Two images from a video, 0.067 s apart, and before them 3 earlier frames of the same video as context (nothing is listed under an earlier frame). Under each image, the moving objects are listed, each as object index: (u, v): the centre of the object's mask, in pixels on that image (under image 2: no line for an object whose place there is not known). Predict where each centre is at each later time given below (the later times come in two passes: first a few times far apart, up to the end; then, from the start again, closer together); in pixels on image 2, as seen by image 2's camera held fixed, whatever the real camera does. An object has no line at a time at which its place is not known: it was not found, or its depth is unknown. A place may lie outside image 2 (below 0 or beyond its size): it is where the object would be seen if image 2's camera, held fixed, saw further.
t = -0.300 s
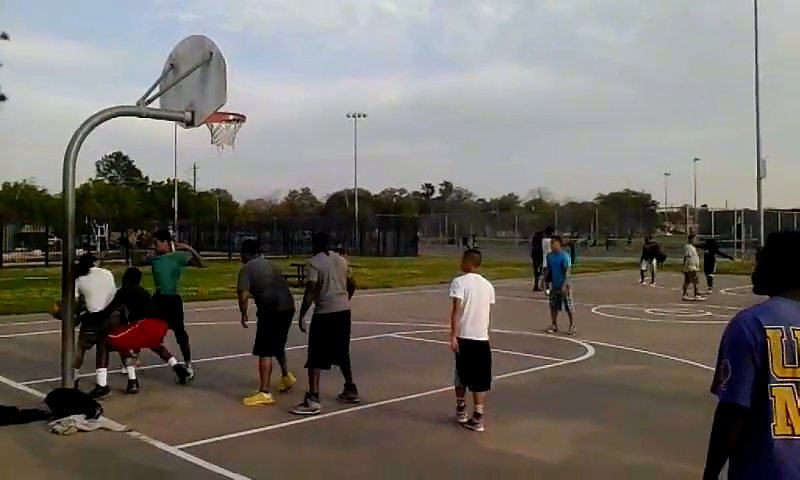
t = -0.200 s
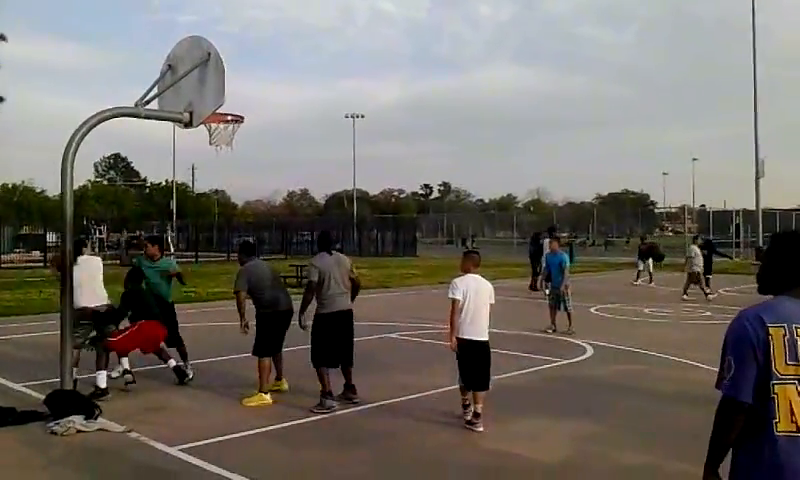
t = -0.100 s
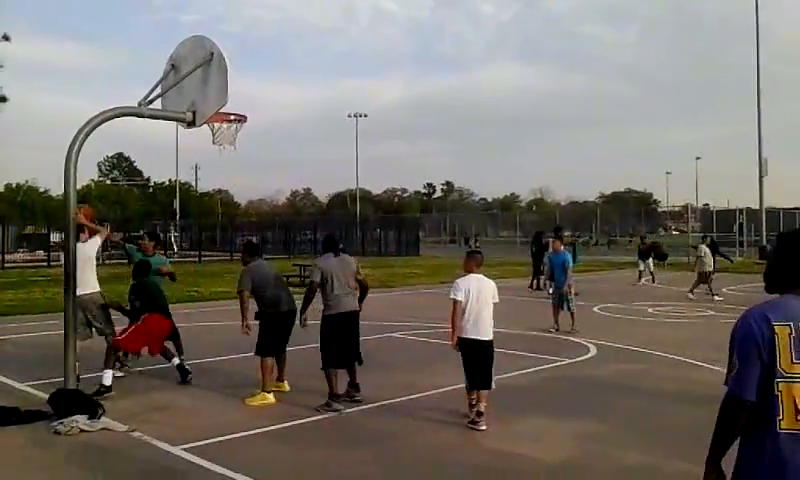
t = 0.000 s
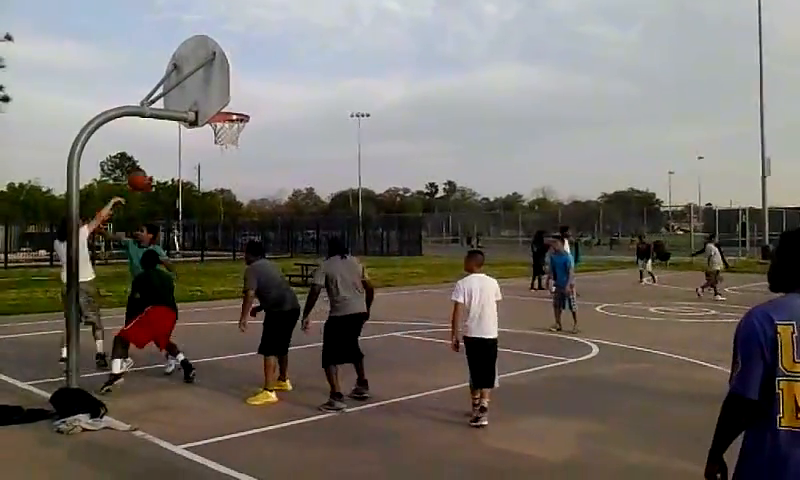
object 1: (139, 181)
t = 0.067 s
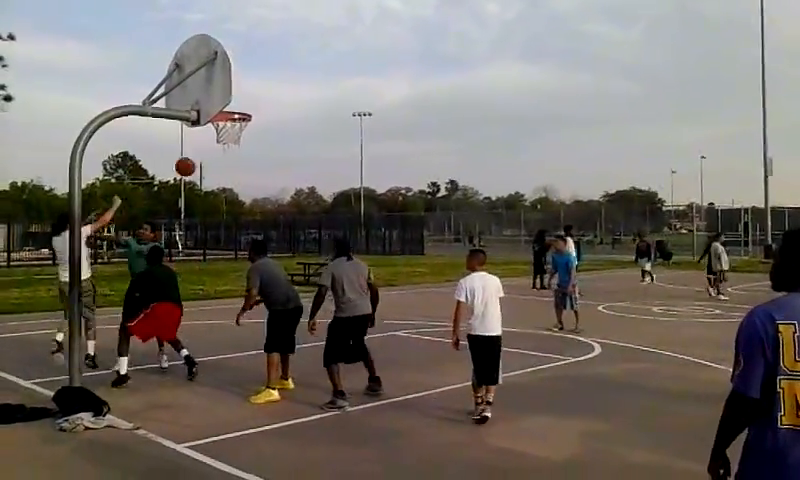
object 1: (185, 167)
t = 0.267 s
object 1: (308, 149)
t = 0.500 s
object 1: (432, 165)
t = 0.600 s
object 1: (481, 182)
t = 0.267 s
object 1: (308, 149)
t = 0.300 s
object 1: (327, 149)
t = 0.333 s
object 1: (345, 150)
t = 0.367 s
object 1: (364, 152)
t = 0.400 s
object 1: (381, 154)
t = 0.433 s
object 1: (399, 157)
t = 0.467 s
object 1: (416, 160)
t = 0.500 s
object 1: (432, 165)
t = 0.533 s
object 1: (449, 170)
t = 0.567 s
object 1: (466, 175)
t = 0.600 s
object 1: (481, 182)
